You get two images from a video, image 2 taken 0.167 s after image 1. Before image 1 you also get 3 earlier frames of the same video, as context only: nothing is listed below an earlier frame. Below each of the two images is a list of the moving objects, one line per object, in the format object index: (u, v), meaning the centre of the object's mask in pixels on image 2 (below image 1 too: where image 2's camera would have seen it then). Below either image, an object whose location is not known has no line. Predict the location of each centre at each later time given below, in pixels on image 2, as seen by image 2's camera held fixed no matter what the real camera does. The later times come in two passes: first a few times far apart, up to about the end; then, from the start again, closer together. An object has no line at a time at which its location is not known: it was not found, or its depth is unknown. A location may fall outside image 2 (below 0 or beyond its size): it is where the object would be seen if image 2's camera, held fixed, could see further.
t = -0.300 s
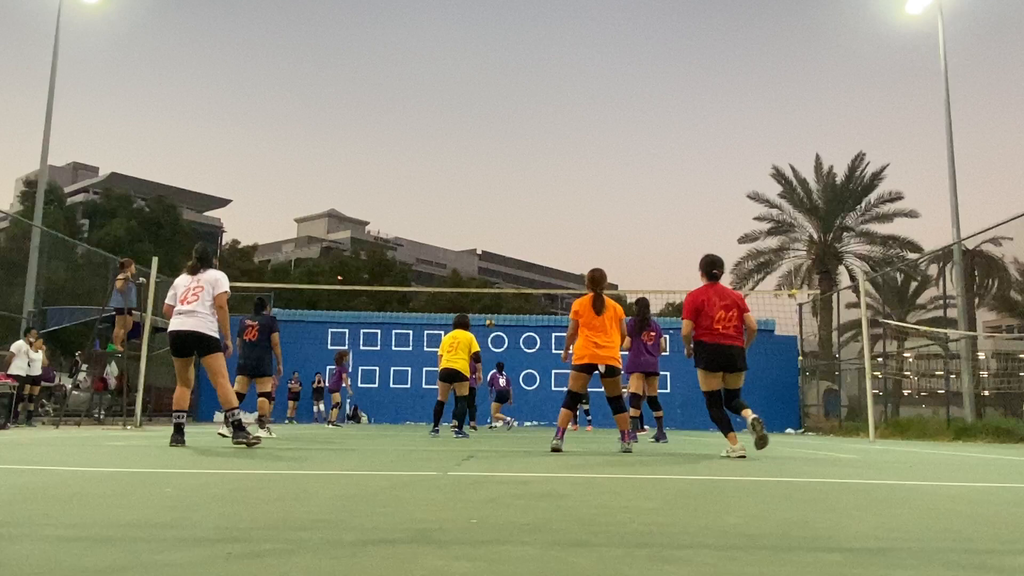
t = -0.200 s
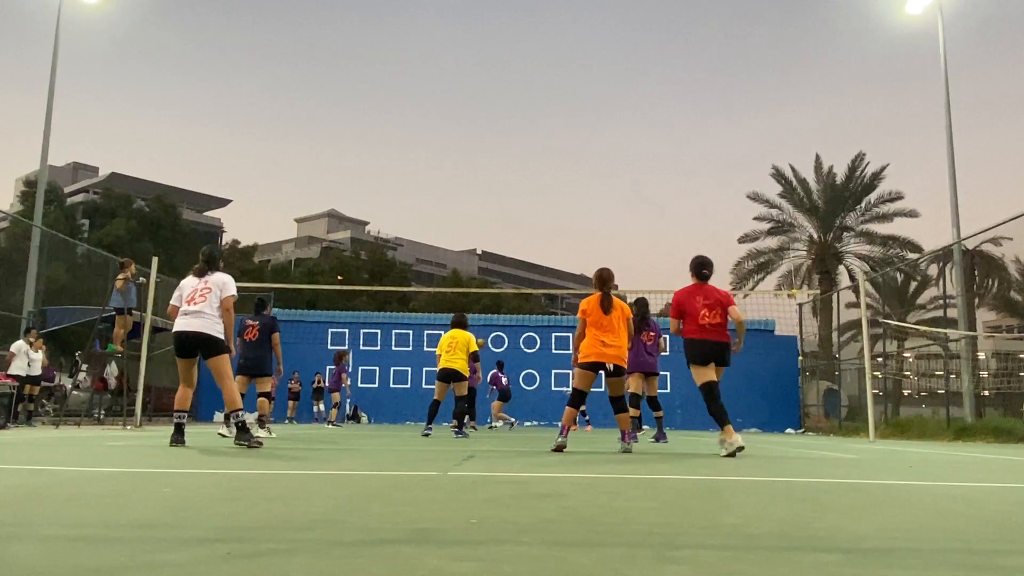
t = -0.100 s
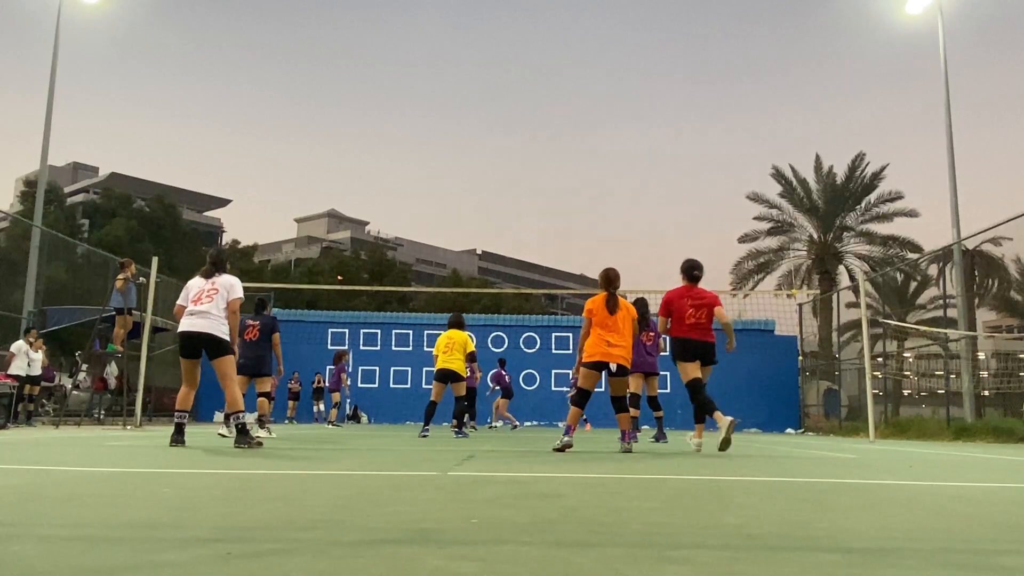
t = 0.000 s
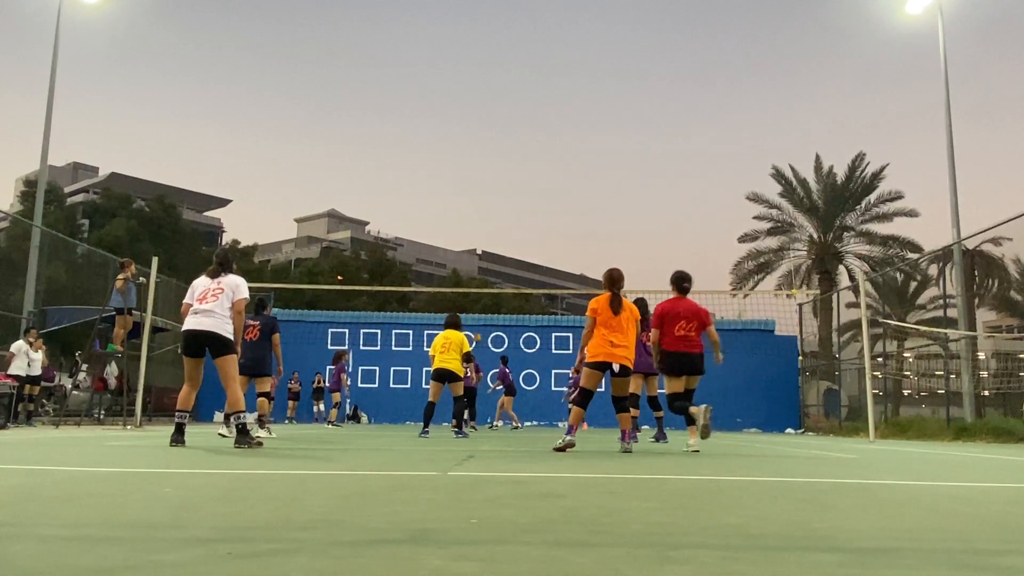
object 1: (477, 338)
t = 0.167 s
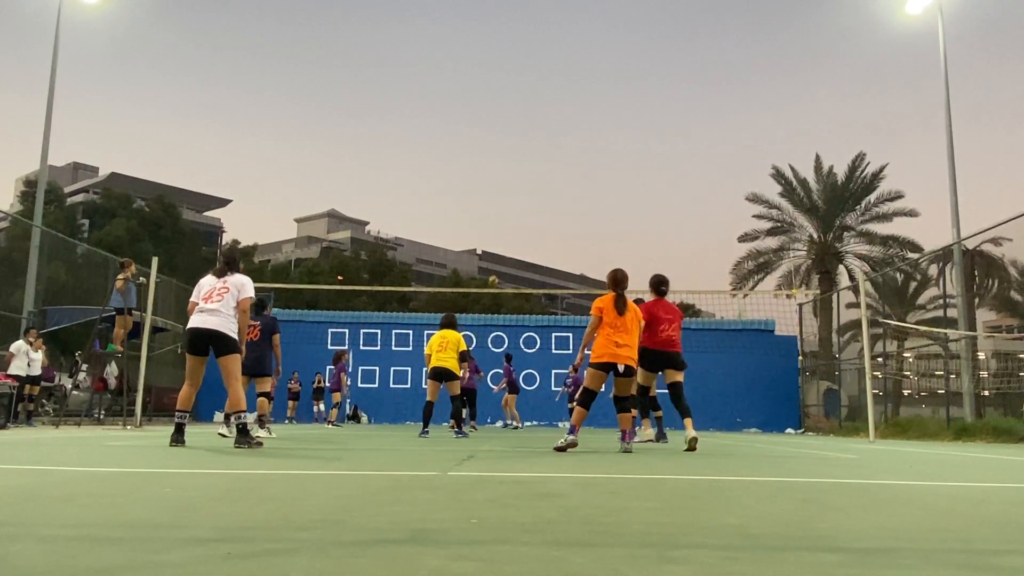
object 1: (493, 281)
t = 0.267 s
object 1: (502, 252)
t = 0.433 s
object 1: (516, 214)
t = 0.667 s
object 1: (535, 178)
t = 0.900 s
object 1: (555, 166)
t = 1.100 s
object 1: (570, 175)
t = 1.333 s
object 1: (588, 208)
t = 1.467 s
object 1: (598, 240)
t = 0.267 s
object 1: (502, 252)
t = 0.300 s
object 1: (505, 244)
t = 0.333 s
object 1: (508, 235)
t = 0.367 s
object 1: (511, 228)
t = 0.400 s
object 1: (514, 220)
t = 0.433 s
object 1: (516, 214)
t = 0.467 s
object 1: (519, 207)
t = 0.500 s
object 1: (522, 201)
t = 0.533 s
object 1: (525, 195)
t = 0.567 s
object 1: (527, 191)
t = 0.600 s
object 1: (530, 186)
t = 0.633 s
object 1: (533, 182)
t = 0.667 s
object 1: (535, 178)
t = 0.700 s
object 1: (538, 175)
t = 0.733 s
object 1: (541, 172)
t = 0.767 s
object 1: (543, 170)
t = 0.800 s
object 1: (546, 169)
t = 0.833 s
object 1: (549, 167)
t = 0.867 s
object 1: (552, 166)
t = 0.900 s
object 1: (555, 166)
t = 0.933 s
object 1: (557, 166)
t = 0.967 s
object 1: (560, 167)
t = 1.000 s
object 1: (562, 168)
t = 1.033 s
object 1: (565, 170)
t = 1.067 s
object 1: (568, 172)
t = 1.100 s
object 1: (570, 175)
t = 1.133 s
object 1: (573, 178)
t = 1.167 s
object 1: (576, 182)
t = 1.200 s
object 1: (578, 186)
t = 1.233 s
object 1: (581, 191)
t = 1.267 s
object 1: (584, 196)
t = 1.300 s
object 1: (586, 202)
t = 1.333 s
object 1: (588, 208)
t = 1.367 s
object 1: (591, 216)
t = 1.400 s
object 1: (594, 223)
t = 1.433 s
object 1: (596, 231)
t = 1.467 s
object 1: (598, 240)
